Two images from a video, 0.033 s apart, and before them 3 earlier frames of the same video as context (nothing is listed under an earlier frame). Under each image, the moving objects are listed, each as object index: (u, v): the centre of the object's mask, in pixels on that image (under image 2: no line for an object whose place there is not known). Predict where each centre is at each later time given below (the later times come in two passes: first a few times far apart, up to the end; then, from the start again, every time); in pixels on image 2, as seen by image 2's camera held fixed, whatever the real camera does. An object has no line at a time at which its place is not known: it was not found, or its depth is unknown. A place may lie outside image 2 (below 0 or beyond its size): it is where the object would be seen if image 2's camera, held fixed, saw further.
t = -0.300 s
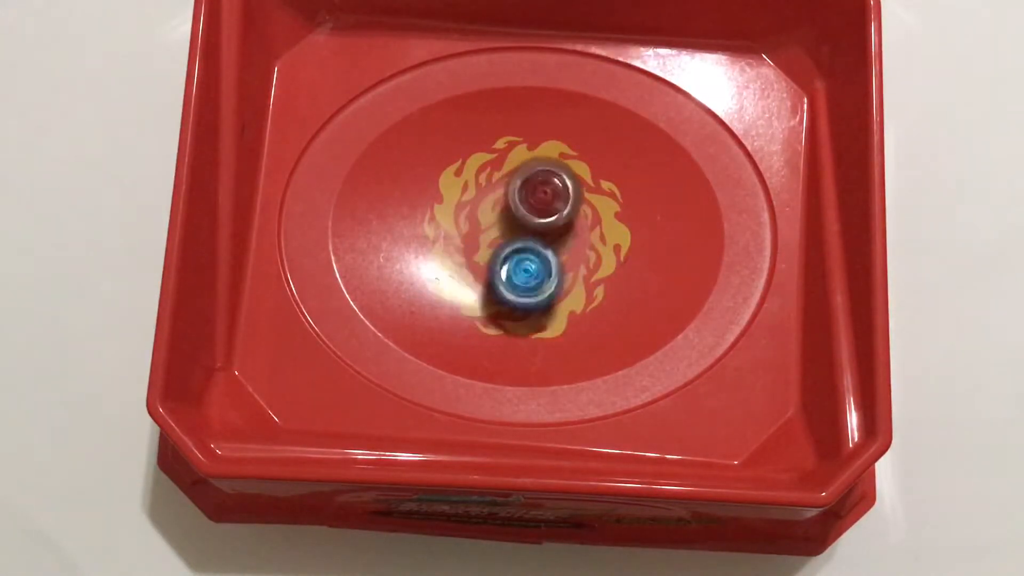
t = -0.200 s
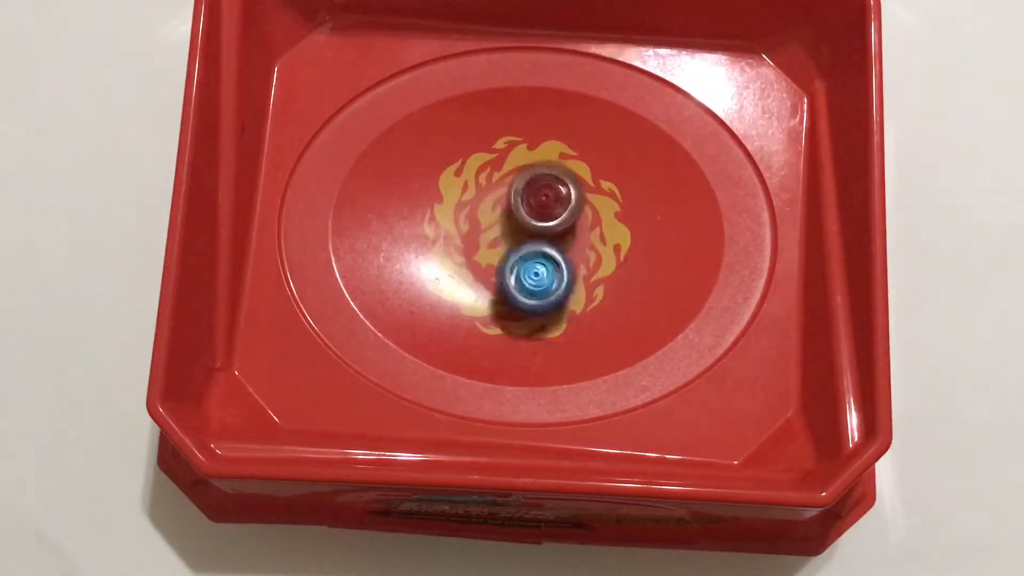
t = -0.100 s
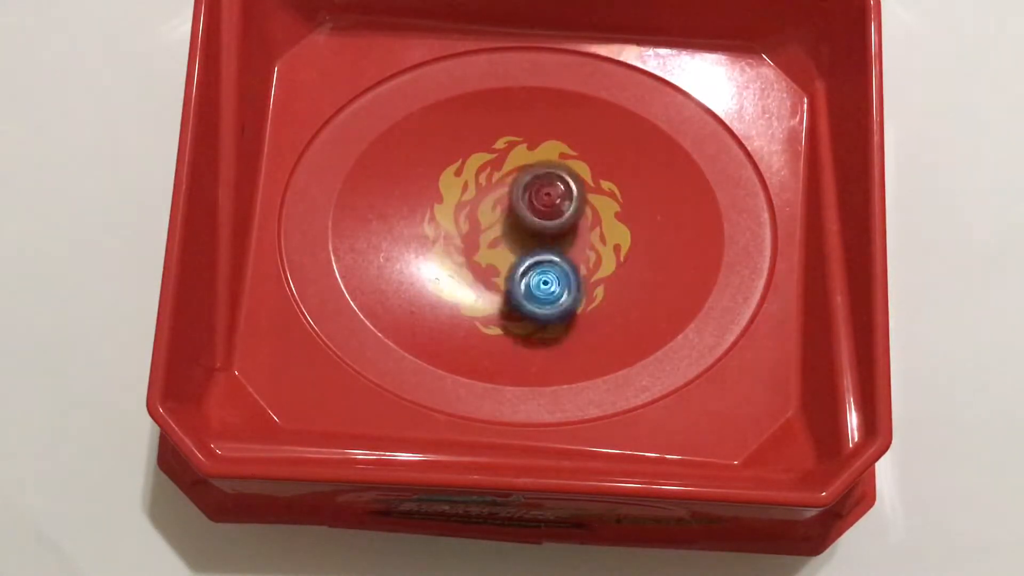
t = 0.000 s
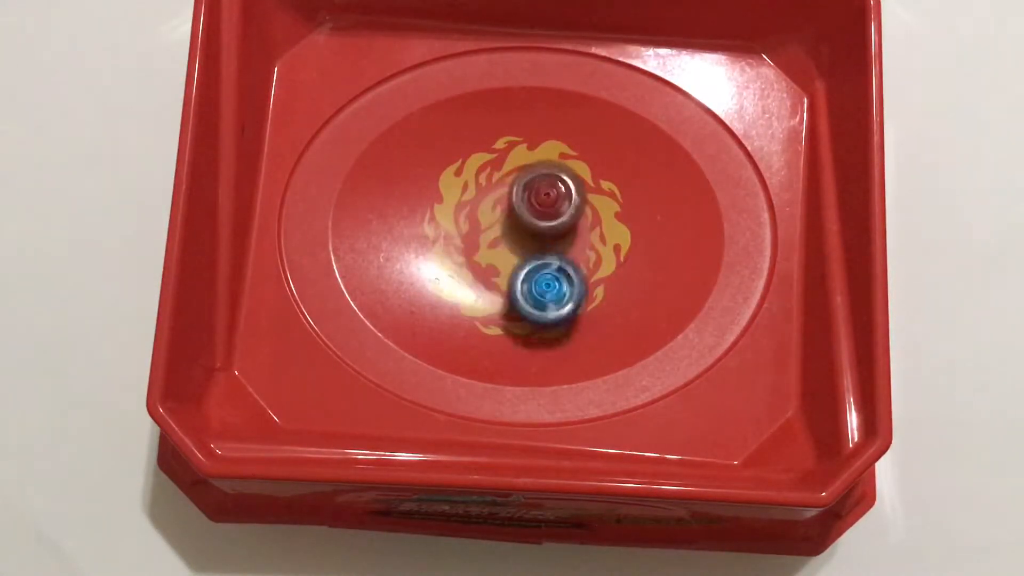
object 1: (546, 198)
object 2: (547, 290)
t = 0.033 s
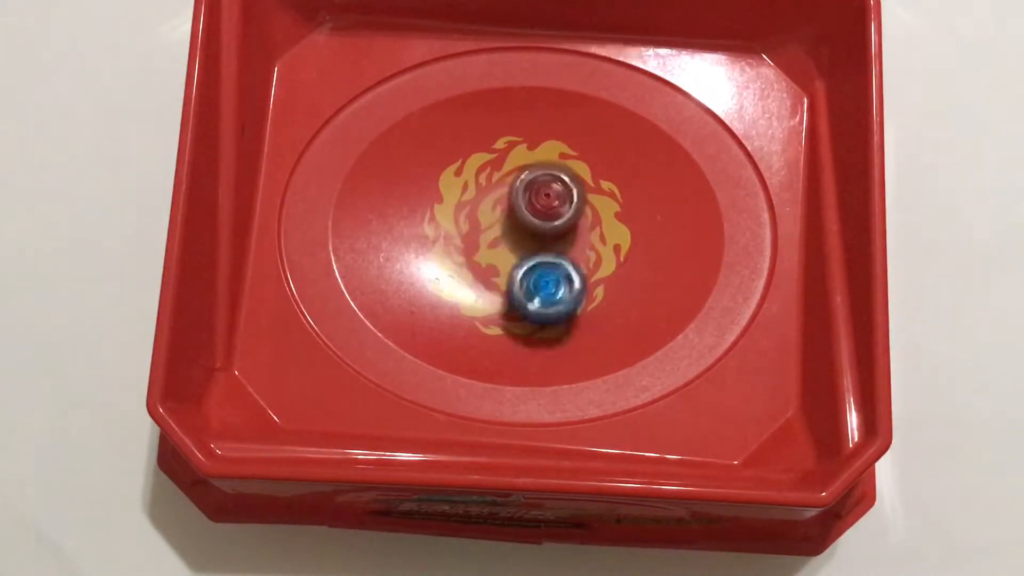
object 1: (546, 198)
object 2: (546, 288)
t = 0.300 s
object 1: (548, 180)
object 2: (545, 286)
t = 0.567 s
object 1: (554, 178)
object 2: (531, 295)
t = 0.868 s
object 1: (556, 185)
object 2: (515, 263)
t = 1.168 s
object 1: (547, 182)
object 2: (491, 287)
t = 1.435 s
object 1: (545, 178)
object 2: (488, 264)
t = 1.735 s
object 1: (544, 176)
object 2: (486, 237)
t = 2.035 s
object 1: (546, 178)
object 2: (473, 247)
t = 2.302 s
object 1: (538, 185)
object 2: (480, 261)
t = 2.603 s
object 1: (531, 182)
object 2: (494, 260)
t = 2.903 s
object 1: (538, 180)
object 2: (491, 281)
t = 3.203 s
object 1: (547, 195)
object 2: (490, 264)
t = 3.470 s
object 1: (566, 186)
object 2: (492, 271)
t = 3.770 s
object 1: (559, 197)
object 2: (510, 259)
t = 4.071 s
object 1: (560, 194)
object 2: (513, 269)
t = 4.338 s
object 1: (558, 195)
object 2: (514, 267)
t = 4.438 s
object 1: (556, 195)
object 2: (511, 272)
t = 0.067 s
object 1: (546, 198)
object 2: (544, 287)
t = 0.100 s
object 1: (546, 199)
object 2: (546, 284)
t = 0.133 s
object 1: (546, 199)
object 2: (547, 279)
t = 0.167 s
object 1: (546, 198)
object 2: (547, 278)
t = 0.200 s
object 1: (546, 197)
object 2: (549, 278)
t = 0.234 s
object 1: (546, 190)
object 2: (548, 280)
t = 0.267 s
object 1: (547, 185)
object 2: (546, 283)
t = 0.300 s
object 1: (548, 180)
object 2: (545, 286)
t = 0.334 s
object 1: (550, 180)
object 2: (544, 293)
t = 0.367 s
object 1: (550, 178)
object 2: (543, 295)
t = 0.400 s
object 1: (551, 178)
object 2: (540, 299)
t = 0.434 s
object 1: (552, 177)
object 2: (539, 300)
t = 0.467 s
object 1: (553, 178)
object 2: (536, 300)
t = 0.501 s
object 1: (553, 178)
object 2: (536, 300)
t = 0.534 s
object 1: (553, 178)
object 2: (533, 296)
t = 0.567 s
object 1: (554, 178)
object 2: (531, 295)
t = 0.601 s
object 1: (554, 179)
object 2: (529, 289)
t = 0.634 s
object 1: (555, 180)
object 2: (527, 283)
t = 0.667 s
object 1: (555, 182)
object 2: (526, 279)
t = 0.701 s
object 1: (555, 184)
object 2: (525, 275)
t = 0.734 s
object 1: (555, 186)
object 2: (524, 268)
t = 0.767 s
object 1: (555, 189)
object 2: (521, 262)
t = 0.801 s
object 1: (555, 189)
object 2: (518, 259)
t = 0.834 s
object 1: (556, 188)
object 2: (516, 262)
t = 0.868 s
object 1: (556, 185)
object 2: (515, 263)
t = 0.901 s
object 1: (554, 185)
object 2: (512, 263)
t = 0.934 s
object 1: (553, 185)
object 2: (509, 265)
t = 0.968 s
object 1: (553, 184)
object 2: (506, 270)
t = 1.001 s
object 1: (552, 184)
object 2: (503, 276)
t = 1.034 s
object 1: (550, 184)
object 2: (502, 279)
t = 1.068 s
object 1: (550, 184)
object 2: (500, 282)
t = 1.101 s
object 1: (549, 183)
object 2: (498, 287)
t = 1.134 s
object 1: (549, 183)
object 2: (496, 287)
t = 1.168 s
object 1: (547, 182)
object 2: (491, 287)
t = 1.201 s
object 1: (547, 182)
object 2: (490, 288)
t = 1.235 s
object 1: (546, 181)
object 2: (489, 285)
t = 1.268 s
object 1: (546, 180)
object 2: (486, 283)
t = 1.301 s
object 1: (546, 180)
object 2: (485, 280)
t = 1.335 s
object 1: (546, 179)
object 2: (486, 276)
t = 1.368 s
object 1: (545, 179)
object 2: (487, 271)
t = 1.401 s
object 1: (545, 179)
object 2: (487, 267)
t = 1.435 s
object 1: (545, 178)
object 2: (488, 264)
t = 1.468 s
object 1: (544, 179)
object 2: (491, 260)
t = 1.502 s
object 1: (545, 178)
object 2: (492, 254)
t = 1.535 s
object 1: (544, 178)
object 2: (493, 248)
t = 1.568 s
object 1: (544, 178)
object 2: (493, 245)
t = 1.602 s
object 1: (543, 178)
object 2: (494, 241)
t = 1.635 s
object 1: (544, 178)
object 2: (494, 237)
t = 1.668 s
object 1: (544, 177)
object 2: (494, 236)
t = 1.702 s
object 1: (544, 177)
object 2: (491, 235)
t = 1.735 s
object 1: (544, 176)
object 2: (486, 237)
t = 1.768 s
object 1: (545, 175)
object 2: (485, 237)
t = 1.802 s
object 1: (545, 175)
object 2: (483, 238)
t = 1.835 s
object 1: (545, 175)
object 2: (481, 239)
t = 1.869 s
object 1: (546, 175)
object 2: (479, 241)
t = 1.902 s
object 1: (546, 175)
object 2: (477, 242)
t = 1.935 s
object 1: (547, 176)
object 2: (474, 243)
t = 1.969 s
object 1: (547, 177)
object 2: (473, 246)
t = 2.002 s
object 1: (547, 177)
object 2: (474, 248)
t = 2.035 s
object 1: (546, 178)
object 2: (473, 247)
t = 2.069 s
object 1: (547, 179)
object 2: (473, 248)
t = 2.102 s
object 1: (546, 180)
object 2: (473, 251)
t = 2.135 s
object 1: (545, 181)
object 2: (473, 252)
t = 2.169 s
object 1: (543, 182)
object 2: (475, 255)
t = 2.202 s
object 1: (543, 184)
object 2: (476, 255)
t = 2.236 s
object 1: (541, 184)
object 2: (477, 257)
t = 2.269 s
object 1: (540, 185)
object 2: (478, 261)
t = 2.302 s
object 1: (538, 185)
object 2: (480, 261)
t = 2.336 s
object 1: (537, 186)
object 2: (481, 260)
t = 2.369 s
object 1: (535, 187)
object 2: (481, 263)
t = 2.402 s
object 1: (534, 187)
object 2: (486, 264)
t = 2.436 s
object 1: (533, 187)
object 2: (489, 263)
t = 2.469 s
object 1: (532, 187)
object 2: (488, 261)
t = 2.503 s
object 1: (531, 186)
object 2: (489, 260)
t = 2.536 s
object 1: (529, 186)
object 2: (490, 260)
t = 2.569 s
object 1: (529, 186)
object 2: (493, 258)
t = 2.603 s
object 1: (531, 182)
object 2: (494, 260)
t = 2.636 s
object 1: (533, 178)
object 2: (495, 263)
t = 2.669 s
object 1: (535, 173)
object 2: (494, 265)
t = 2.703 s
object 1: (537, 172)
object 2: (494, 267)
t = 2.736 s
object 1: (538, 171)
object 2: (494, 273)
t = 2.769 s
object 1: (538, 172)
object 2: (493, 276)
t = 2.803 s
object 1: (538, 173)
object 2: (494, 280)
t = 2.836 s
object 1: (538, 176)
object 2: (493, 281)
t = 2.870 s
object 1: (537, 178)
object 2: (491, 282)
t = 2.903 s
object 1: (538, 180)
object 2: (491, 281)
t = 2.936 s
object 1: (538, 182)
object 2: (489, 279)
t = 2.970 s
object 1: (540, 184)
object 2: (488, 278)
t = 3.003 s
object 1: (540, 186)
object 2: (491, 277)
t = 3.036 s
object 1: (542, 188)
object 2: (493, 272)
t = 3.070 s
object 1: (542, 191)
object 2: (492, 269)
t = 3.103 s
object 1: (543, 192)
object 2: (492, 268)
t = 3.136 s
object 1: (543, 195)
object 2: (493, 266)
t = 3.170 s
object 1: (542, 197)
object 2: (494, 263)
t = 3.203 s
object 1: (547, 195)
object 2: (490, 264)
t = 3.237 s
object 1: (556, 190)
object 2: (482, 275)
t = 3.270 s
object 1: (562, 187)
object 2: (478, 277)
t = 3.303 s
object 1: (566, 185)
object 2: (479, 280)
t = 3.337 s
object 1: (568, 185)
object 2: (481, 282)
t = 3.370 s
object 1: (567, 185)
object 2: (484, 279)
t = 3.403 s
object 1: (568, 185)
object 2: (487, 277)
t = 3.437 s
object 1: (567, 186)
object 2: (490, 273)
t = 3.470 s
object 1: (566, 186)
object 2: (492, 271)
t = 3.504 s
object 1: (566, 188)
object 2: (494, 270)
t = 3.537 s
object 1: (564, 189)
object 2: (496, 269)
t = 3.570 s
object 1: (564, 191)
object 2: (498, 268)
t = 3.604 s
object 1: (562, 193)
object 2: (500, 268)
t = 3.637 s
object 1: (562, 194)
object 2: (502, 267)
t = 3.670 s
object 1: (561, 195)
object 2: (505, 265)
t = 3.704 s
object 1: (559, 196)
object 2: (508, 265)
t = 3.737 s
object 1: (560, 196)
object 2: (509, 263)
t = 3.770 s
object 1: (559, 197)
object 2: (510, 259)
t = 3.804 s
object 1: (561, 197)
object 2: (510, 260)
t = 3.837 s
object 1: (560, 198)
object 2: (508, 263)
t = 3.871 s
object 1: (560, 197)
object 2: (508, 265)
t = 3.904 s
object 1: (561, 195)
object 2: (508, 267)
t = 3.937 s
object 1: (560, 196)
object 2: (509, 267)
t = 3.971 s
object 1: (559, 196)
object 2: (510, 269)
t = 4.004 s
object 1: (560, 195)
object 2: (511, 269)
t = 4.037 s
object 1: (560, 194)
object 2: (513, 268)
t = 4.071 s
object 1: (560, 194)
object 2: (513, 269)
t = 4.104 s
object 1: (559, 194)
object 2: (515, 267)
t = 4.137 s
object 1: (559, 194)
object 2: (515, 266)
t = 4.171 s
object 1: (559, 194)
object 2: (515, 265)
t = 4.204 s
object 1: (559, 194)
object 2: (515, 264)
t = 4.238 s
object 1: (559, 194)
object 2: (516, 264)
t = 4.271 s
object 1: (558, 194)
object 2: (515, 265)
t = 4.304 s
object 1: (558, 195)
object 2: (515, 266)
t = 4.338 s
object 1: (558, 195)
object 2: (514, 267)
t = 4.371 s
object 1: (558, 194)
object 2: (512, 271)
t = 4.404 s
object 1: (558, 195)
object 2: (511, 272)
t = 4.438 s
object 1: (556, 195)
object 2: (511, 272)
